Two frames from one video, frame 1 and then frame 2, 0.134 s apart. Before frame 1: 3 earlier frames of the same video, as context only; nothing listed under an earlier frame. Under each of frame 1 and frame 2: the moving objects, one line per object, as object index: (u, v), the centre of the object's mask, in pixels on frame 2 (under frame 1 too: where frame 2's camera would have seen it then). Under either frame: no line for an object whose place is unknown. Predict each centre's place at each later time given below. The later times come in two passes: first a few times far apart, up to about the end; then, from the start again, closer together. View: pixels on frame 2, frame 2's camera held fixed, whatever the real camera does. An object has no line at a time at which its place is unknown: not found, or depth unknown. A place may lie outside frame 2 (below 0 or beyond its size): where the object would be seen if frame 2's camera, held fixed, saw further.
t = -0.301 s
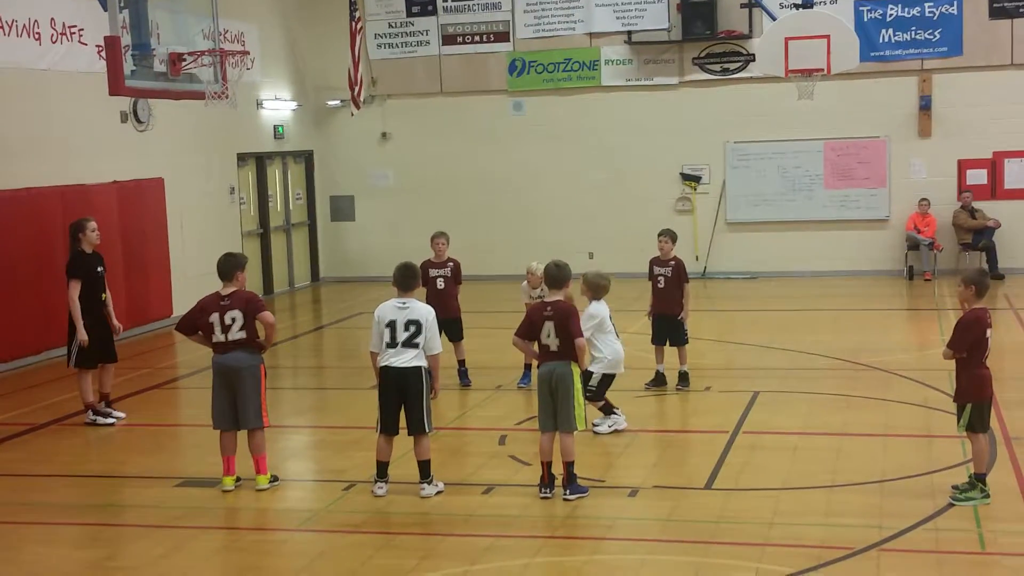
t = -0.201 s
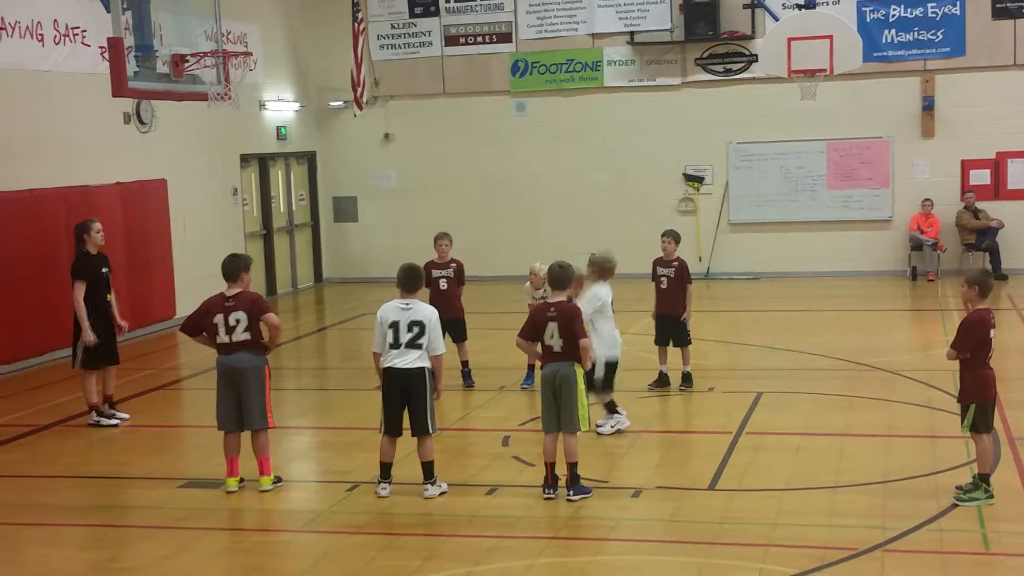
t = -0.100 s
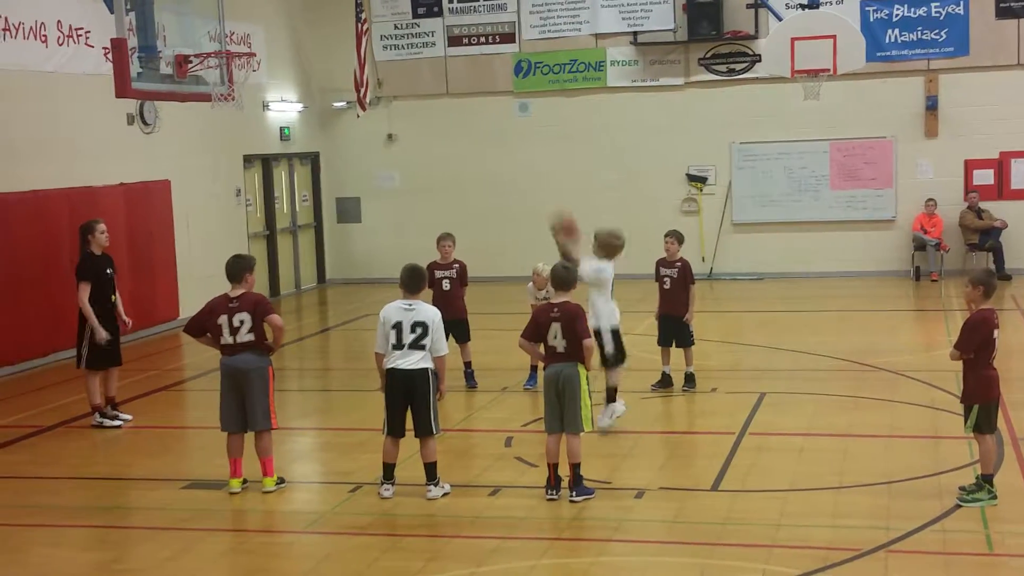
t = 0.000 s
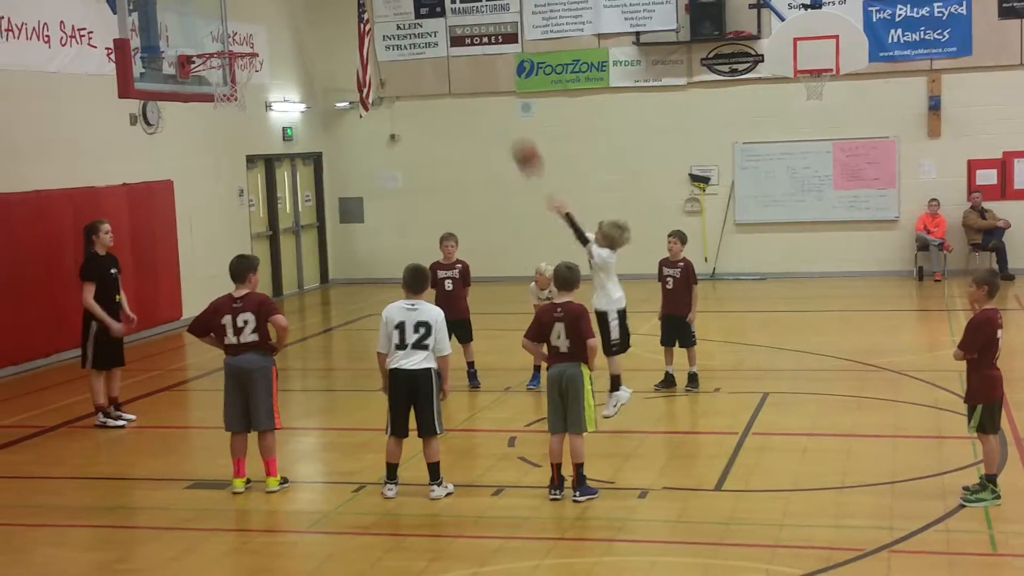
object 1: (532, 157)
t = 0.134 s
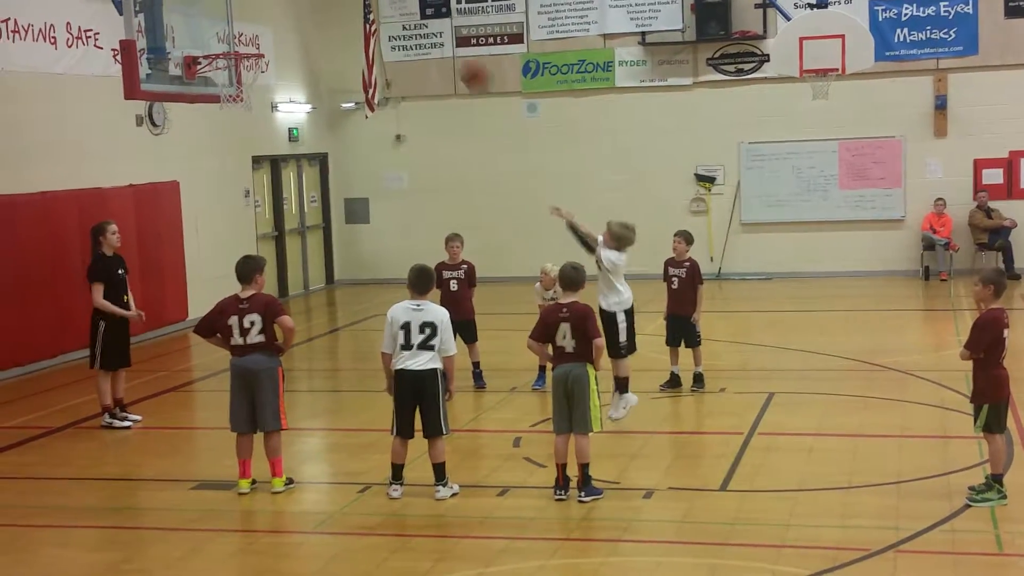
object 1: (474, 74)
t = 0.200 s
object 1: (446, 43)
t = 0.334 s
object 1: (389, 5)
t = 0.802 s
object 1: (209, 9)
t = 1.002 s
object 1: (250, 69)
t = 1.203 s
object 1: (251, 105)
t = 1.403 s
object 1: (245, 163)
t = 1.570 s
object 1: (239, 250)
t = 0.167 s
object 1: (461, 60)
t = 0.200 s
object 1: (446, 43)
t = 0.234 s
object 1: (432, 28)
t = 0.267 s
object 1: (418, 16)
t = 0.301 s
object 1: (402, 8)
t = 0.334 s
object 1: (389, 5)
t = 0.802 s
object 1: (209, 9)
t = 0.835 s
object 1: (198, 14)
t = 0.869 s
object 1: (205, 22)
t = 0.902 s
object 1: (216, 30)
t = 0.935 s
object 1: (227, 40)
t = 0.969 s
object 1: (243, 51)
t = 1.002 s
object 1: (250, 69)
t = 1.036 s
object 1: (255, 77)
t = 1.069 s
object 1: (256, 80)
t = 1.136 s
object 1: (255, 90)
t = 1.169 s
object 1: (253, 102)
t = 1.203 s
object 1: (251, 105)
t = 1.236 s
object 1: (251, 110)
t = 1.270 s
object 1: (249, 116)
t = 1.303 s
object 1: (248, 126)
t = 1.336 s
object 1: (247, 137)
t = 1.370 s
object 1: (246, 149)
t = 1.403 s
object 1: (245, 163)
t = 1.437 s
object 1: (244, 178)
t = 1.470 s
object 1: (243, 195)
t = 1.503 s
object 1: (242, 211)
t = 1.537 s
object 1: (241, 232)
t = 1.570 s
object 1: (239, 250)
